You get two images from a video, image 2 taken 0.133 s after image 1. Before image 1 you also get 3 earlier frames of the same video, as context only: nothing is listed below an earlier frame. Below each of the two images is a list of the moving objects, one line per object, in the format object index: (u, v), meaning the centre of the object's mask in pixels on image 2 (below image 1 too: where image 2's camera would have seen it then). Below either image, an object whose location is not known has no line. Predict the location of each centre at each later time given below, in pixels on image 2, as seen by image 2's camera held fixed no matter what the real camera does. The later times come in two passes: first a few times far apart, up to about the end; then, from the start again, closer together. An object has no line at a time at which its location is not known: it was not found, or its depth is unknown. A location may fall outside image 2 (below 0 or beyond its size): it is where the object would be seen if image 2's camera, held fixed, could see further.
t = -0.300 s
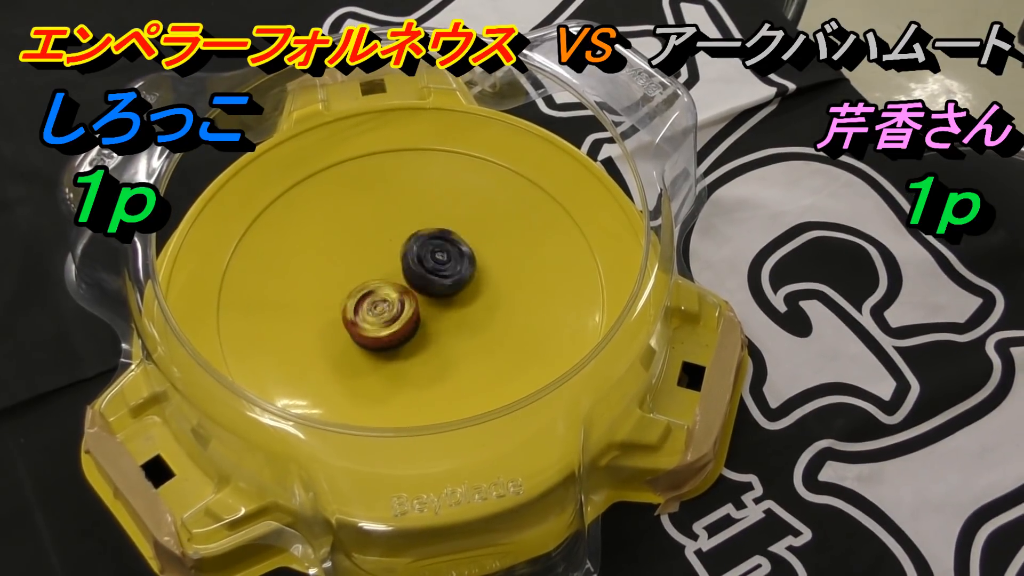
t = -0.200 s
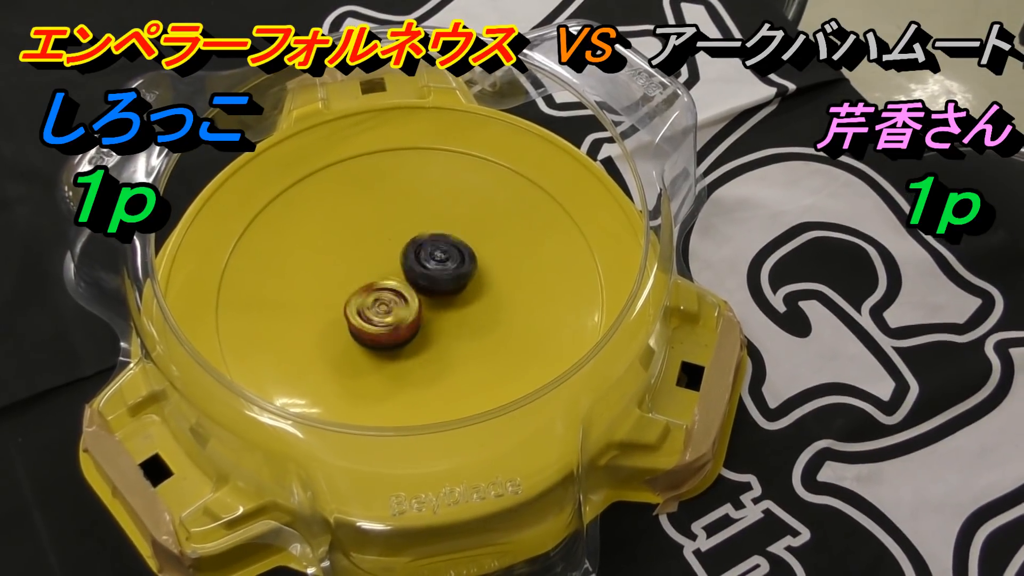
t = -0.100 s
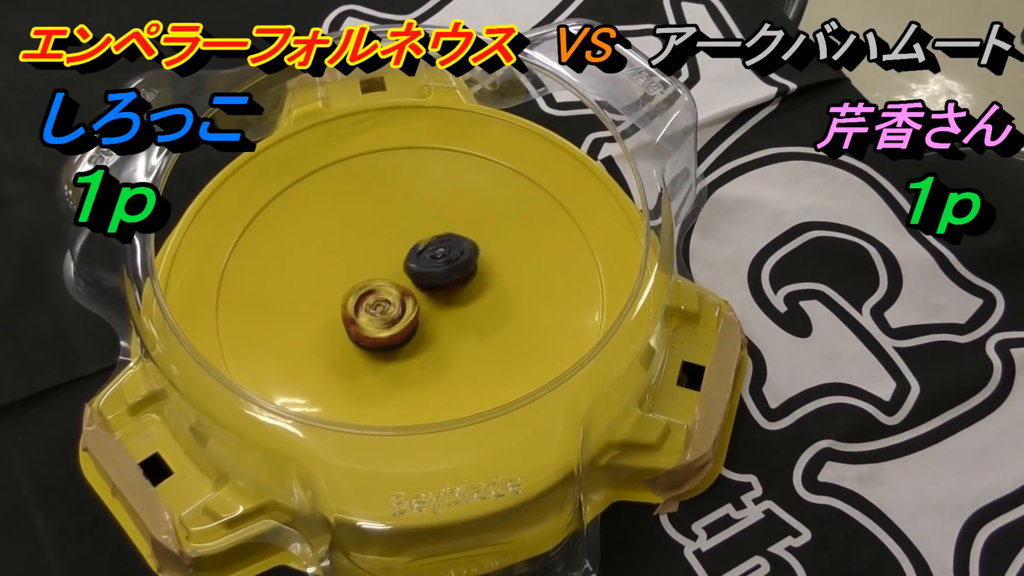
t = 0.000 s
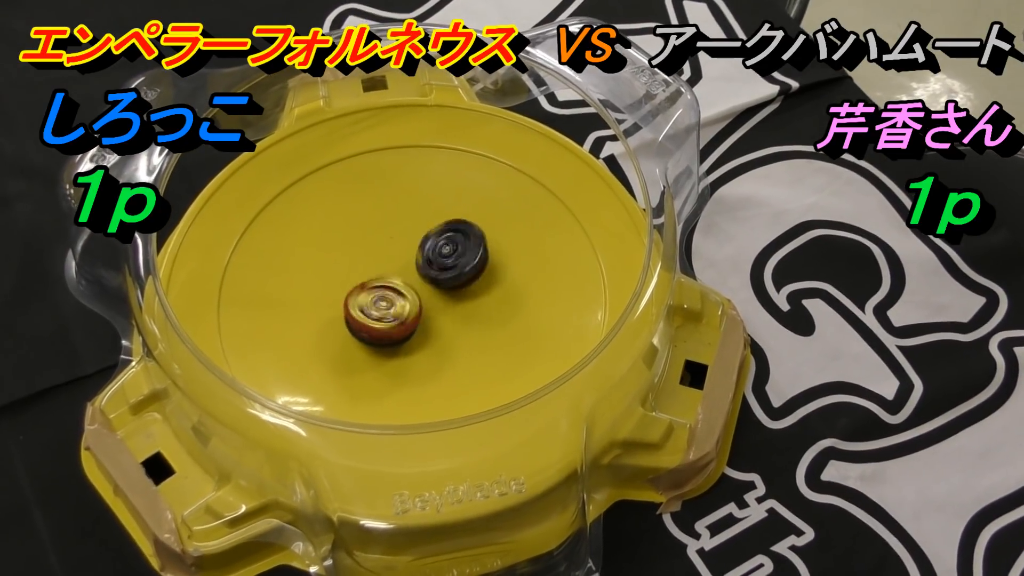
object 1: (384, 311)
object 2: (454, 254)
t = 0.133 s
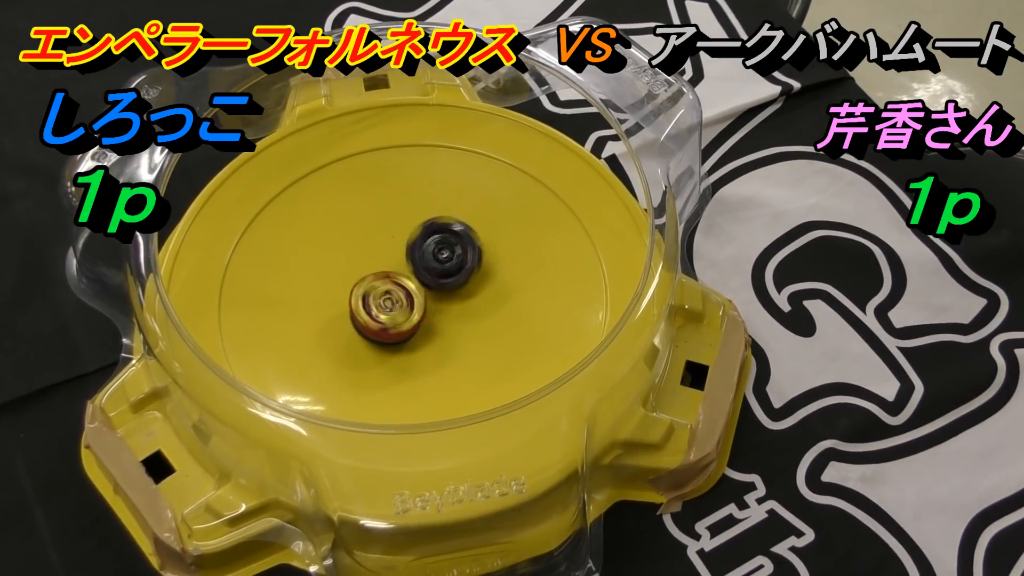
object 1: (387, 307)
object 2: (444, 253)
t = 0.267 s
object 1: (385, 310)
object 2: (435, 251)
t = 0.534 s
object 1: (390, 311)
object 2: (440, 256)
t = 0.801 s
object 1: (390, 312)
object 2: (449, 262)
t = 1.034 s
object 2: (453, 263)
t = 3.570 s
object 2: (437, 266)
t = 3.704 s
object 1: (400, 319)
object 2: (437, 265)
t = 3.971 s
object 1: (400, 319)
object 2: (437, 265)
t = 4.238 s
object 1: (399, 319)
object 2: (437, 265)
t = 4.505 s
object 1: (400, 319)
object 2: (437, 265)
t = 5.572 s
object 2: (437, 266)
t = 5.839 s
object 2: (437, 266)
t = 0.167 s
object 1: (390, 306)
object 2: (441, 253)
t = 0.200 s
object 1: (387, 307)
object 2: (440, 252)
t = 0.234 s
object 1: (385, 308)
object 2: (438, 251)
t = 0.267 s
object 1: (385, 310)
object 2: (435, 251)
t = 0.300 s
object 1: (386, 310)
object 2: (434, 252)
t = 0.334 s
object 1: (387, 309)
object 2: (434, 254)
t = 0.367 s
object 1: (387, 311)
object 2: (436, 255)
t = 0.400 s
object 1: (387, 311)
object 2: (438, 255)
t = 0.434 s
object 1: (388, 311)
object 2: (439, 255)
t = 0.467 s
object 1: (390, 311)
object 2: (439, 253)
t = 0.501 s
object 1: (390, 310)
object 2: (439, 254)
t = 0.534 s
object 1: (390, 311)
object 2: (440, 256)
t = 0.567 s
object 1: (391, 311)
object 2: (441, 257)
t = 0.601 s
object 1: (392, 311)
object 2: (442, 259)
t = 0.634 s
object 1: (391, 311)
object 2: (444, 260)
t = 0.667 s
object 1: (390, 311)
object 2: (447, 262)
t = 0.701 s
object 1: (391, 312)
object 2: (450, 263)
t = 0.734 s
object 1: (392, 311)
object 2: (450, 263)
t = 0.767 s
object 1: (392, 311)
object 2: (450, 262)
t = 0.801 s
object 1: (390, 312)
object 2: (449, 262)
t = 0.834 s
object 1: (390, 311)
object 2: (448, 263)
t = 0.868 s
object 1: (388, 311)
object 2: (449, 264)
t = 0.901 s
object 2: (449, 264)
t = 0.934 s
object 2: (449, 264)
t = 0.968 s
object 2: (450, 264)
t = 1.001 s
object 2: (451, 264)
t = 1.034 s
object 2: (453, 263)
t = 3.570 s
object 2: (437, 266)
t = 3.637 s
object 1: (400, 319)
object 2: (437, 266)
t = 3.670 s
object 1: (400, 319)
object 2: (437, 265)
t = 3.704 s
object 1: (400, 319)
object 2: (437, 265)
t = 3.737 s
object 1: (400, 319)
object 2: (437, 265)
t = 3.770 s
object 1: (400, 319)
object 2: (437, 266)
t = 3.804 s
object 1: (400, 319)
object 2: (437, 265)
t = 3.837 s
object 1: (400, 319)
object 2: (437, 265)
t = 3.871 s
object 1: (400, 319)
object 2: (437, 266)
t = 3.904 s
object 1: (400, 319)
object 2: (437, 265)
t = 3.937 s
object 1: (400, 319)
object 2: (437, 265)
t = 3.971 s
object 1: (400, 319)
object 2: (437, 265)
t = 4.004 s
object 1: (400, 319)
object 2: (437, 265)
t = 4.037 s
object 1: (400, 319)
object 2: (437, 265)
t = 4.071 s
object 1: (400, 319)
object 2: (437, 265)
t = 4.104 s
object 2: (437, 265)
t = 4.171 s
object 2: (437, 265)
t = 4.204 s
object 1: (399, 319)
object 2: (437, 265)
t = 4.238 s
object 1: (399, 319)
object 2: (437, 265)
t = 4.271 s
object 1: (399, 319)
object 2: (437, 265)
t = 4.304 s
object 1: (399, 319)
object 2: (437, 265)
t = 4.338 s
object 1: (399, 319)
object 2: (437, 265)
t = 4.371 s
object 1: (400, 319)
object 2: (437, 265)
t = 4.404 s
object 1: (400, 319)
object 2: (437, 265)
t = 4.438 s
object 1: (400, 319)
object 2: (437, 265)
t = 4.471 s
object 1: (400, 319)
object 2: (437, 265)
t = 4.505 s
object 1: (400, 319)
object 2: (437, 265)
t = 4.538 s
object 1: (400, 319)
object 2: (437, 265)
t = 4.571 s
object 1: (400, 319)
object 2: (437, 265)
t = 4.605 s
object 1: (400, 319)
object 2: (437, 265)
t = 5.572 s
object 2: (437, 266)
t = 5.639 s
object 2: (437, 266)
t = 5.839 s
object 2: (437, 266)
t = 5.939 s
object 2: (437, 266)
